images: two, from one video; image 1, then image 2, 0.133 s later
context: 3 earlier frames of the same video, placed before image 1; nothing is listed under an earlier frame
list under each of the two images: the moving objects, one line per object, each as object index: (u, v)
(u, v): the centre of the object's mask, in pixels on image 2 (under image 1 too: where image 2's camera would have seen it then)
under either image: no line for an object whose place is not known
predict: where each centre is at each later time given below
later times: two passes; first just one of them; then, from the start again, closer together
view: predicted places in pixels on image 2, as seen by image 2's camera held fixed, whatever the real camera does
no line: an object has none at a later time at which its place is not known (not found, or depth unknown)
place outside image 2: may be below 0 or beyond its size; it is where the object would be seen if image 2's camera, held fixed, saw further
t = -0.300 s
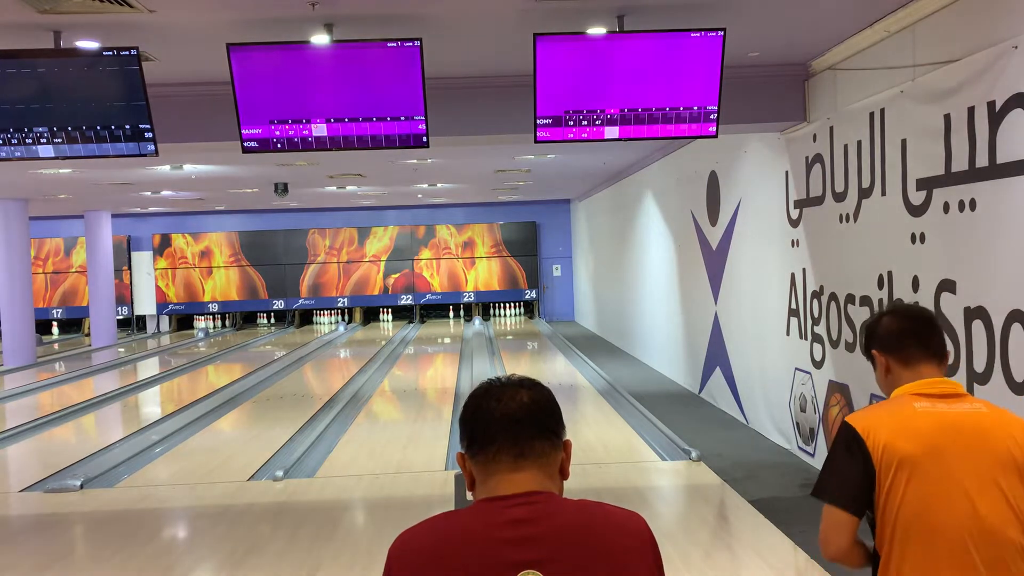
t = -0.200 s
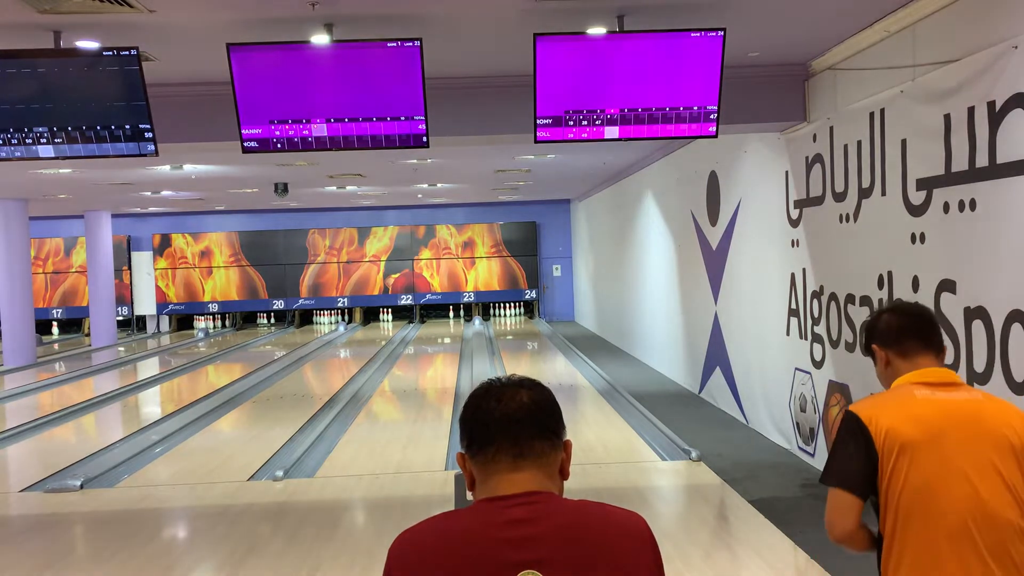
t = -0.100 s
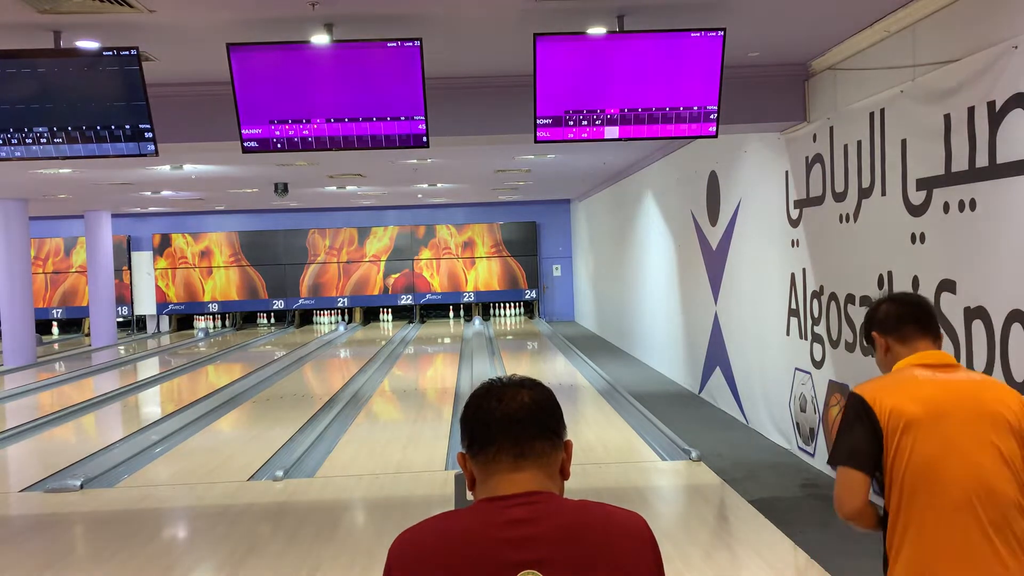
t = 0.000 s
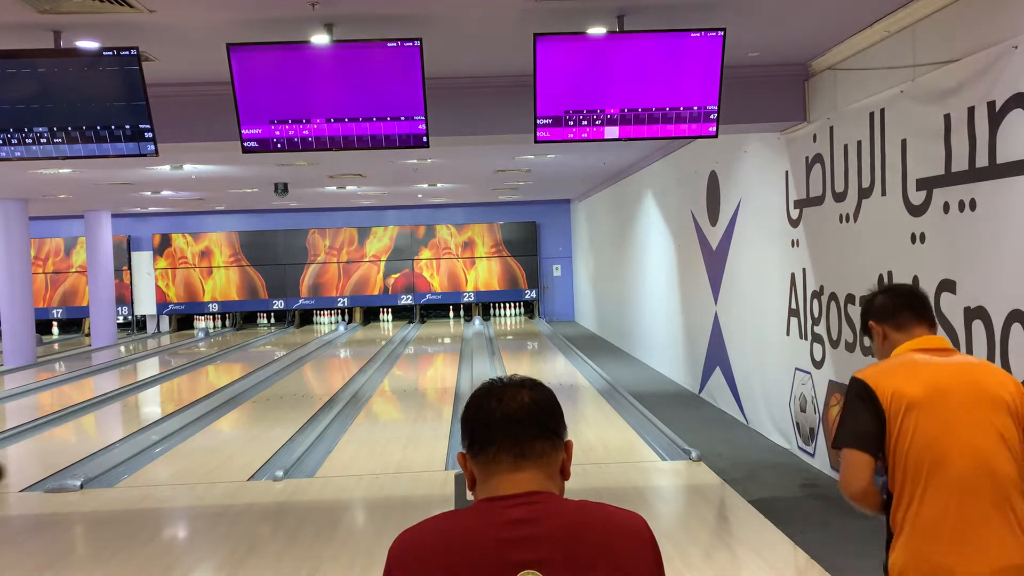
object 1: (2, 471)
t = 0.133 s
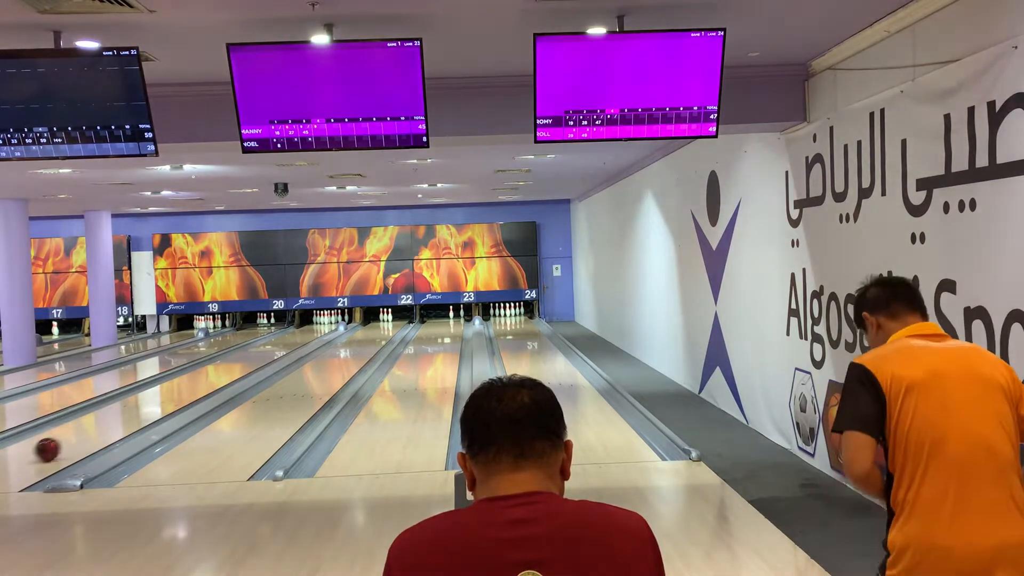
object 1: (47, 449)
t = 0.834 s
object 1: (213, 378)
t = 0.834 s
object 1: (213, 378)
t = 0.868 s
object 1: (218, 376)
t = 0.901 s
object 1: (222, 374)
